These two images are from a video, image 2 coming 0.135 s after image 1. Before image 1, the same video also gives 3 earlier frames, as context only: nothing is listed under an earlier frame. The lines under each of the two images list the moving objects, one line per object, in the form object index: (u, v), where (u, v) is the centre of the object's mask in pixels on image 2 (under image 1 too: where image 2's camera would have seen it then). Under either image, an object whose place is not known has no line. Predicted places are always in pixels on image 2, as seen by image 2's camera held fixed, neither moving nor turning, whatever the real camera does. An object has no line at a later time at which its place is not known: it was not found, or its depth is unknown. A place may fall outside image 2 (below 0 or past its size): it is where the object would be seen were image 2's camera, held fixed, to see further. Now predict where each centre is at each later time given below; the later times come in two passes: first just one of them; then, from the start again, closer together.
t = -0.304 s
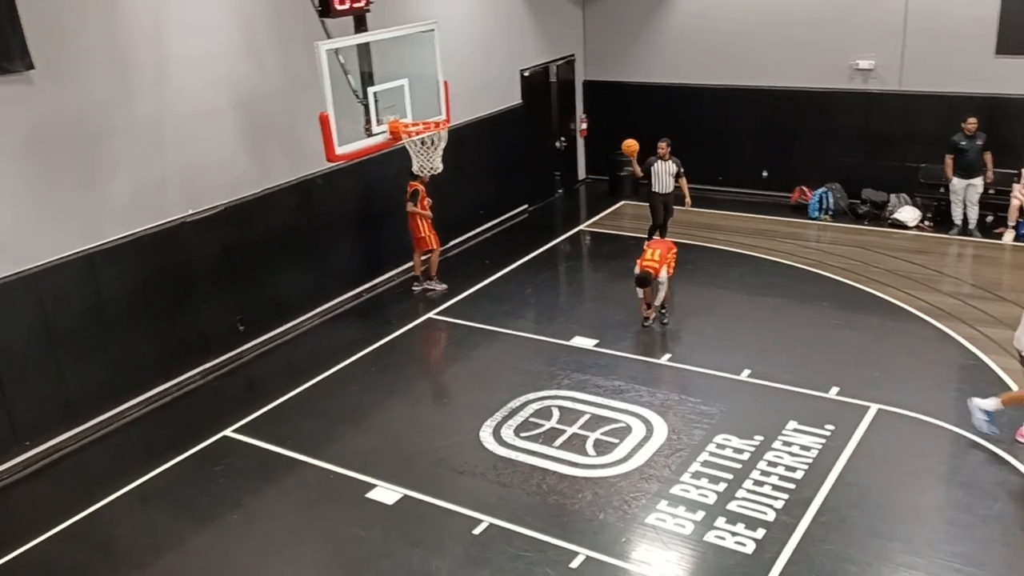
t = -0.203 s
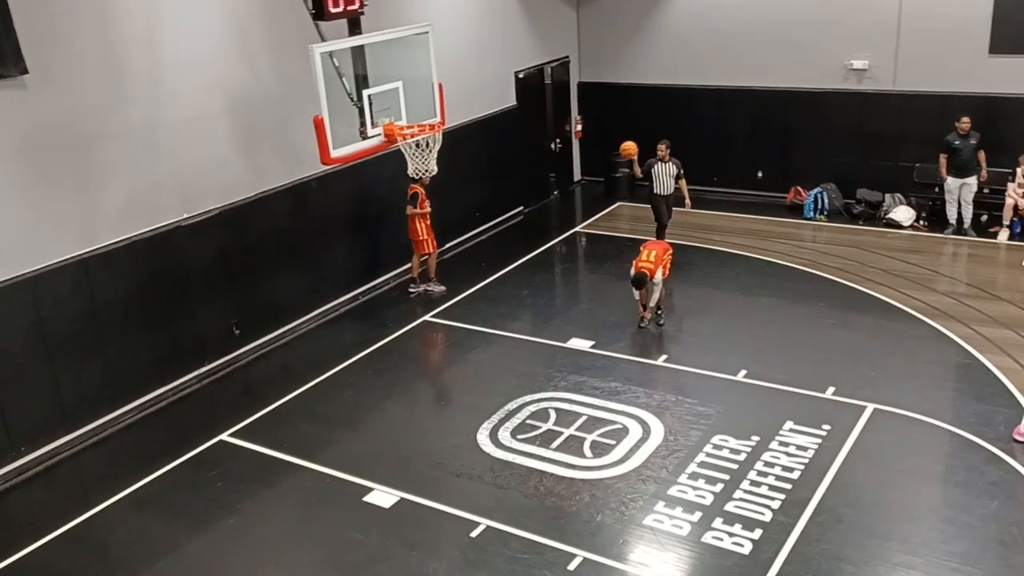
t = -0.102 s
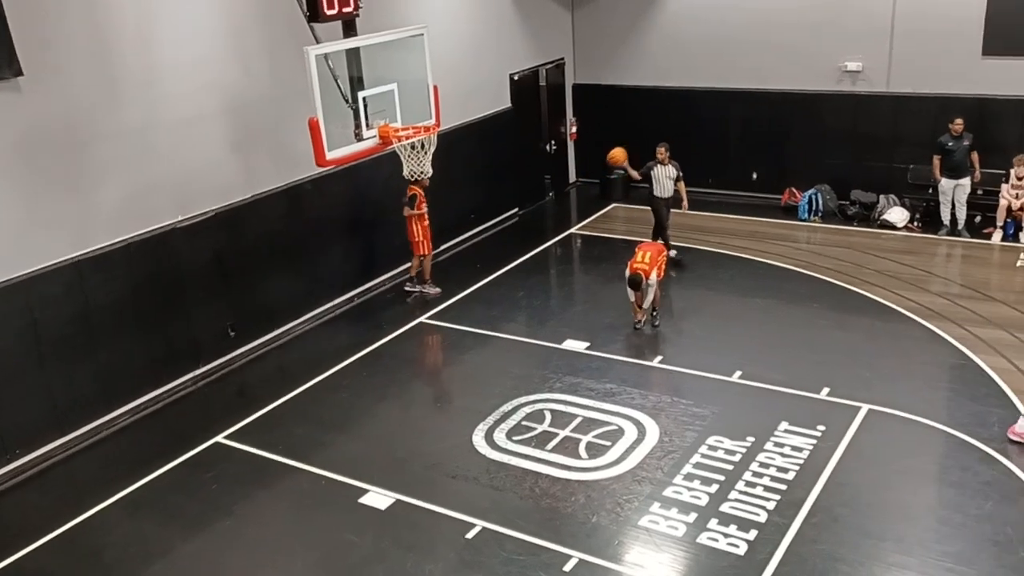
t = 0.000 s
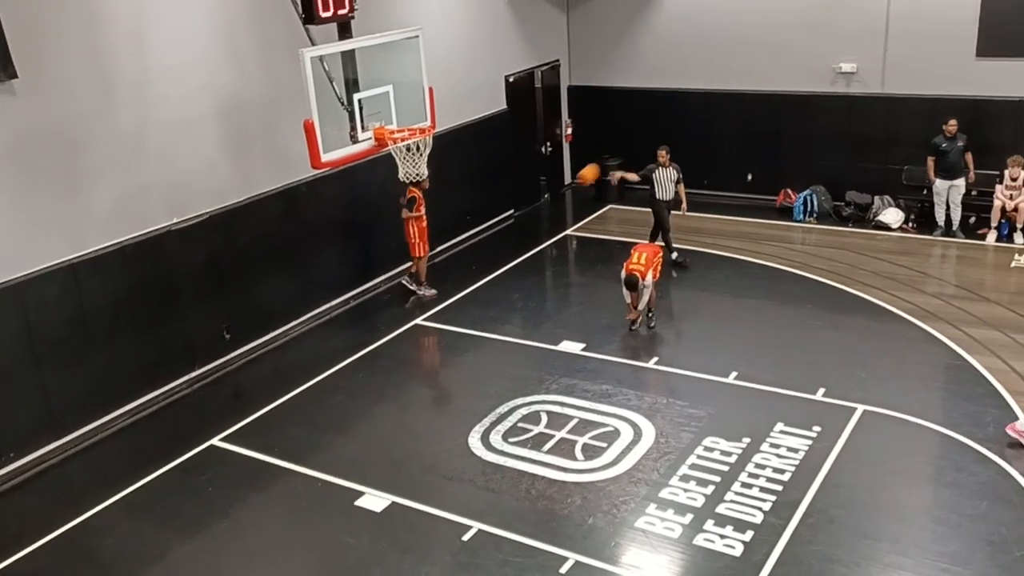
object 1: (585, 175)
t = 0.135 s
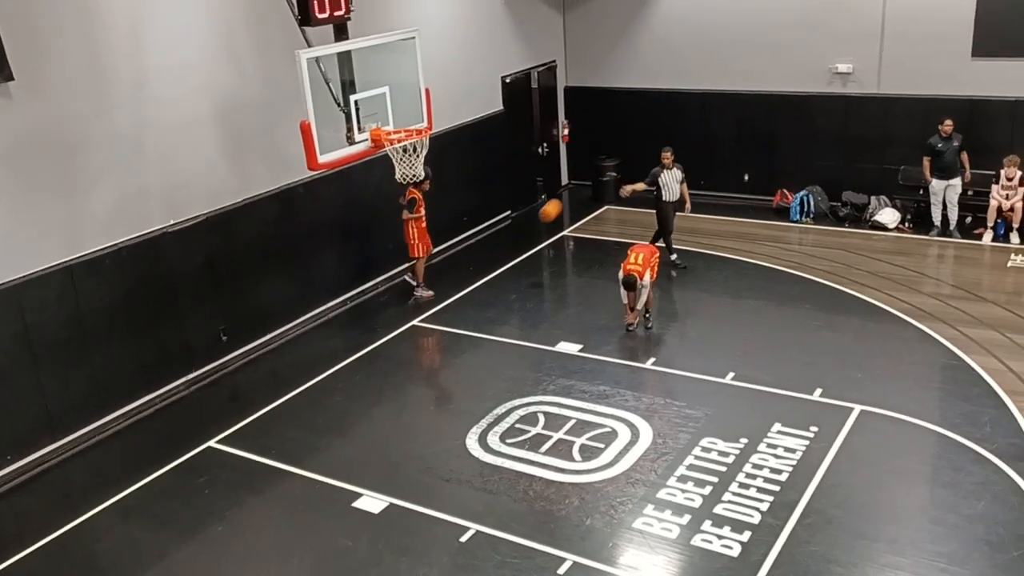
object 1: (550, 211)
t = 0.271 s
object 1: (518, 255)
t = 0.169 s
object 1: (542, 221)
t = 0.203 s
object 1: (534, 232)
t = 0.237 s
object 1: (526, 243)
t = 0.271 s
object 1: (518, 255)
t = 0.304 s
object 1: (510, 268)
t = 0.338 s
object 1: (504, 271)
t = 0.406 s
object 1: (498, 261)
